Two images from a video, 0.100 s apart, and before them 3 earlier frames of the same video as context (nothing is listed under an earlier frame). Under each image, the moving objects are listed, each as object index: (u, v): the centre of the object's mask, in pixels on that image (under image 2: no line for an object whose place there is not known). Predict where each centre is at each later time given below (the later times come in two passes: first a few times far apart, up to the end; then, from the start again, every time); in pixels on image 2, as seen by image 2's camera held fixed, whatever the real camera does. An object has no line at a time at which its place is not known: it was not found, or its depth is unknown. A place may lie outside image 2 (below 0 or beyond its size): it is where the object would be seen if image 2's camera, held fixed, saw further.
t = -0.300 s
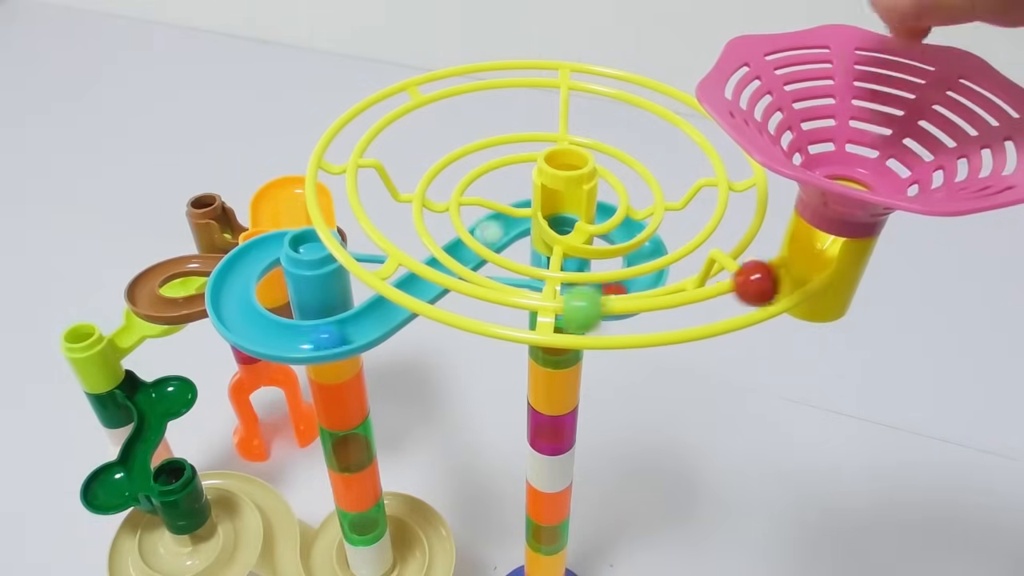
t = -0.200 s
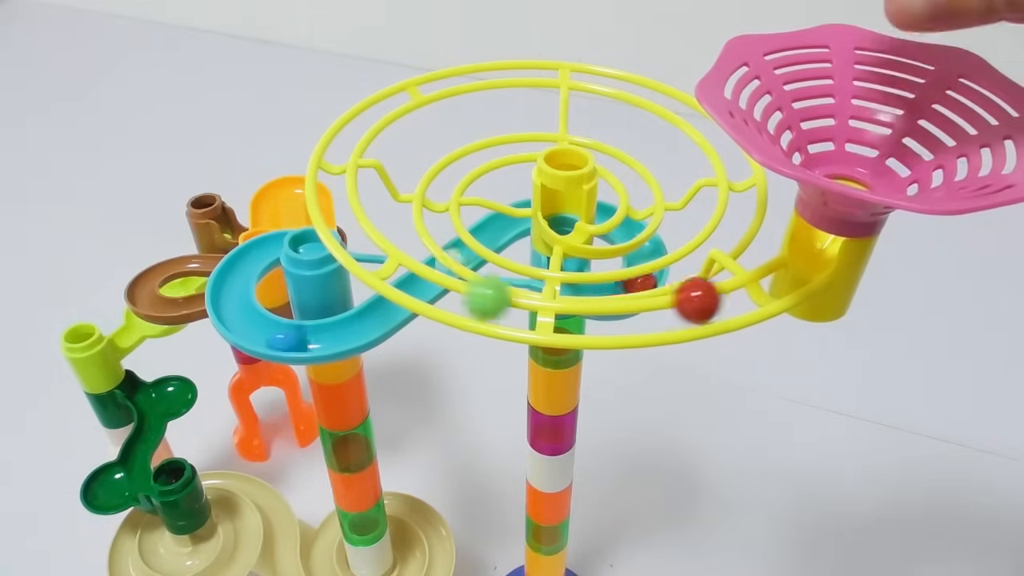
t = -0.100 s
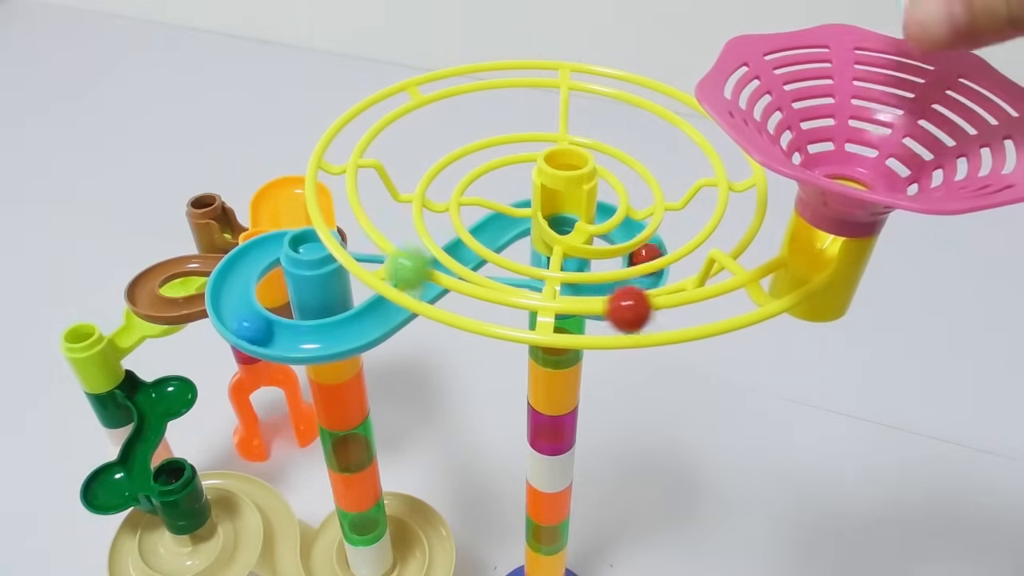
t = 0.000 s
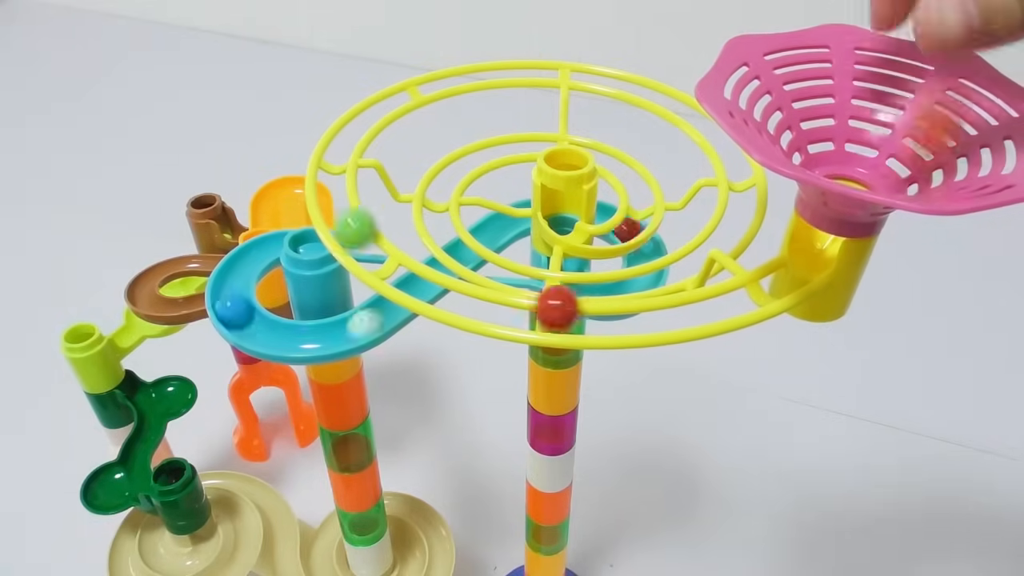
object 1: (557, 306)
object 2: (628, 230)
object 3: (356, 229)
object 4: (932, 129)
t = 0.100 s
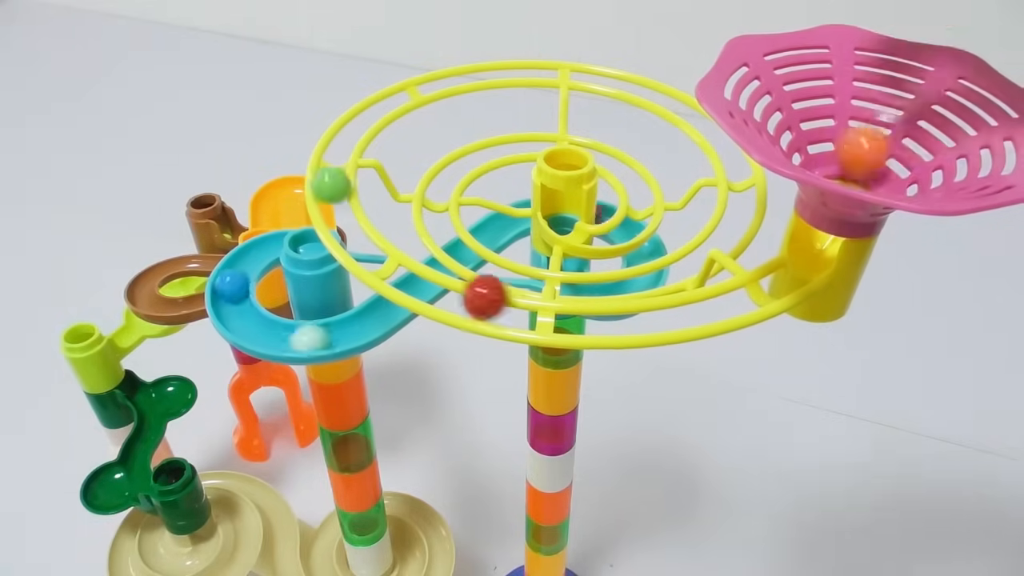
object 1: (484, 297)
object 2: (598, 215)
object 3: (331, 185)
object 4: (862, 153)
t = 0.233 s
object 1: (404, 265)
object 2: (518, 222)
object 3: (343, 129)
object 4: (864, 173)
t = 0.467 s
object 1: (331, 187)
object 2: (425, 285)
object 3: (472, 66)
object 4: (848, 170)
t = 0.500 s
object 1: (329, 175)
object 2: (418, 286)
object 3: (498, 64)
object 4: (857, 175)
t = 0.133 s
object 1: (462, 290)
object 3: (330, 170)
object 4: (885, 140)
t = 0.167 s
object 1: (441, 283)
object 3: (331, 157)
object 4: (897, 139)
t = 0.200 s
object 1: (421, 275)
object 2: (527, 218)
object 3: (335, 142)
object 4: (888, 162)
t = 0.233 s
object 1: (404, 265)
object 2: (518, 222)
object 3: (343, 129)
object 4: (864, 173)
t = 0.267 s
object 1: (387, 256)
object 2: (505, 224)
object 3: (354, 117)
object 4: (838, 164)
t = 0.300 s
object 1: (373, 246)
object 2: (494, 230)
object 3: (368, 106)
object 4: (835, 156)
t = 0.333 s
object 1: (361, 234)
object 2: (486, 236)
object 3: (383, 96)
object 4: (843, 155)
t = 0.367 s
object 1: (350, 223)
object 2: (465, 254)
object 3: (402, 86)
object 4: (856, 159)
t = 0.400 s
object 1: (342, 211)
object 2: (461, 254)
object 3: (423, 78)
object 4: (865, 166)
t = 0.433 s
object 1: (336, 199)
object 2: (440, 267)
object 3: (446, 71)
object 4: (862, 173)
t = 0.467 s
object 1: (331, 187)
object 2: (425, 285)
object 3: (472, 66)
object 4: (848, 170)
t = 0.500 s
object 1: (329, 175)
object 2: (418, 286)
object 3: (498, 64)
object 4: (857, 175)
